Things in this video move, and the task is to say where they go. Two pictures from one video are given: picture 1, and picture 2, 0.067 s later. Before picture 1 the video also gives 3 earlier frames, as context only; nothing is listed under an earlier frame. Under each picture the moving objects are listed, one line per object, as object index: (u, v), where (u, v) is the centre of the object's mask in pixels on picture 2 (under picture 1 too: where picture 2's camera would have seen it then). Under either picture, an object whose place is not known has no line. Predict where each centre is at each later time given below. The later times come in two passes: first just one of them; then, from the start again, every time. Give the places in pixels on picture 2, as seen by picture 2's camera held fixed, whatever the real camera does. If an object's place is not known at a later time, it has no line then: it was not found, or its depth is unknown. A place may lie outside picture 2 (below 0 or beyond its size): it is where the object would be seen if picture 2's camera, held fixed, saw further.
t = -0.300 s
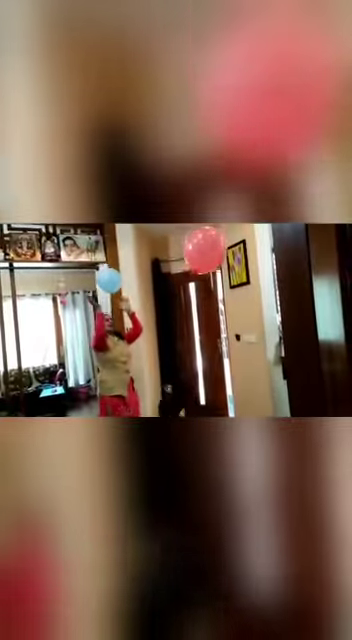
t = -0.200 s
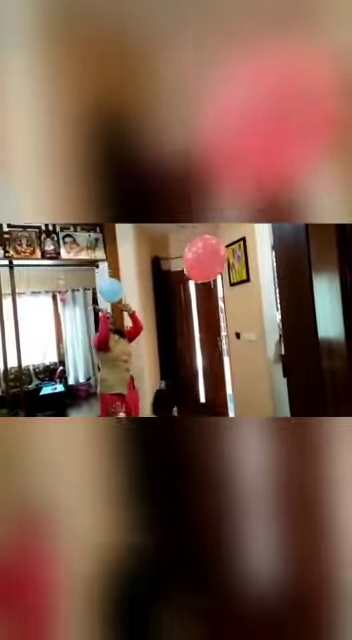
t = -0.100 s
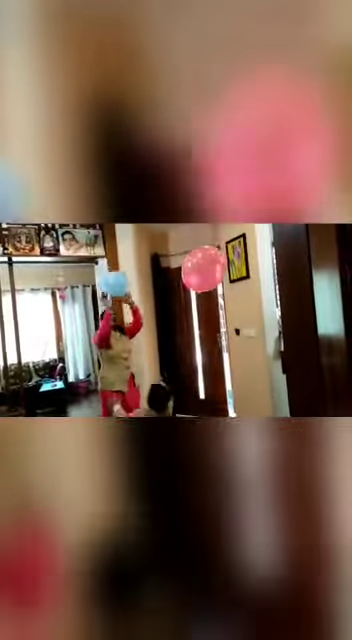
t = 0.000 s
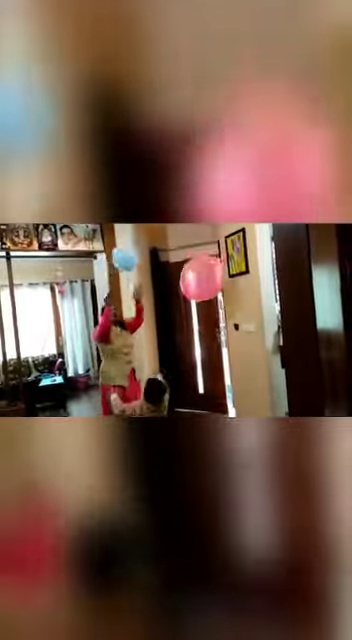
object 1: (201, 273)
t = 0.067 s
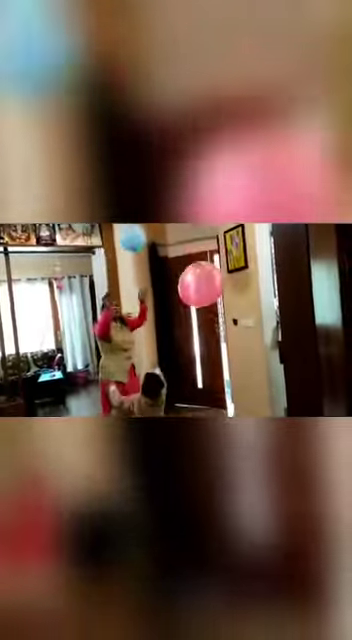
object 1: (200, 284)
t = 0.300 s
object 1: (198, 326)
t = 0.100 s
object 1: (200, 290)
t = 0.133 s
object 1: (200, 296)
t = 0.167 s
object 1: (200, 301)
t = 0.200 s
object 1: (200, 307)
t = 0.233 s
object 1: (199, 313)
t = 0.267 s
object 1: (199, 320)
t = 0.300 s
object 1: (198, 326)
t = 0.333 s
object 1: (198, 332)
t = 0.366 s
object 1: (197, 338)
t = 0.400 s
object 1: (197, 345)
